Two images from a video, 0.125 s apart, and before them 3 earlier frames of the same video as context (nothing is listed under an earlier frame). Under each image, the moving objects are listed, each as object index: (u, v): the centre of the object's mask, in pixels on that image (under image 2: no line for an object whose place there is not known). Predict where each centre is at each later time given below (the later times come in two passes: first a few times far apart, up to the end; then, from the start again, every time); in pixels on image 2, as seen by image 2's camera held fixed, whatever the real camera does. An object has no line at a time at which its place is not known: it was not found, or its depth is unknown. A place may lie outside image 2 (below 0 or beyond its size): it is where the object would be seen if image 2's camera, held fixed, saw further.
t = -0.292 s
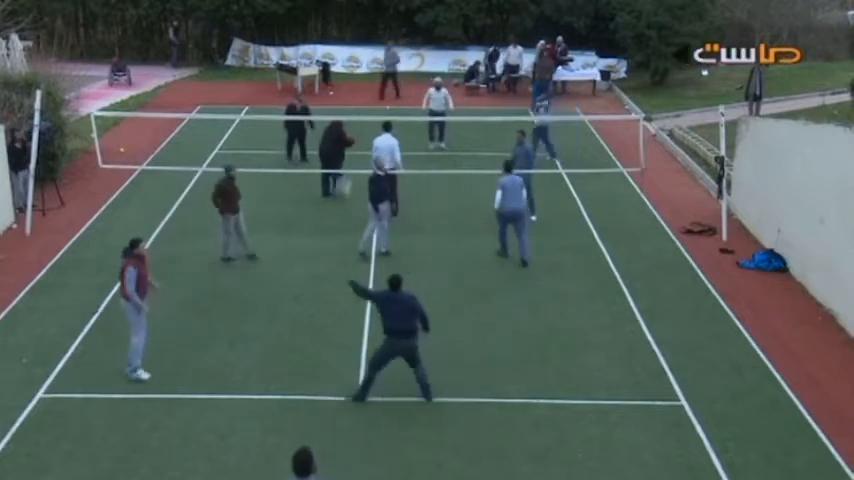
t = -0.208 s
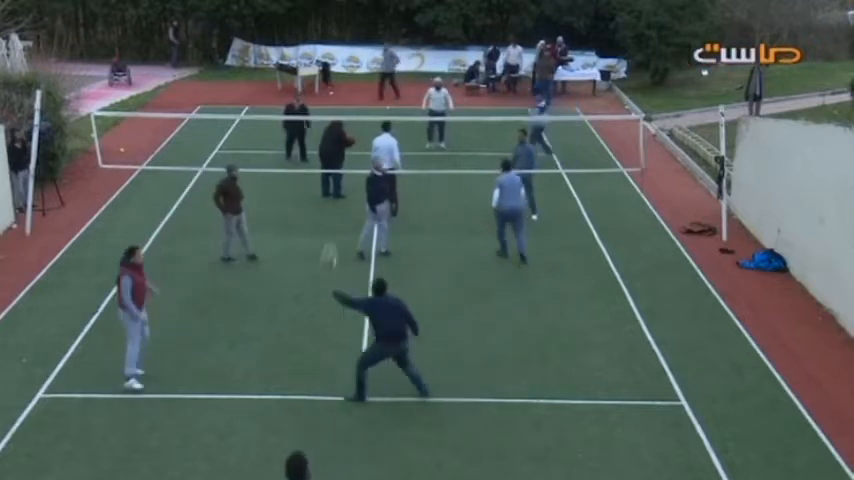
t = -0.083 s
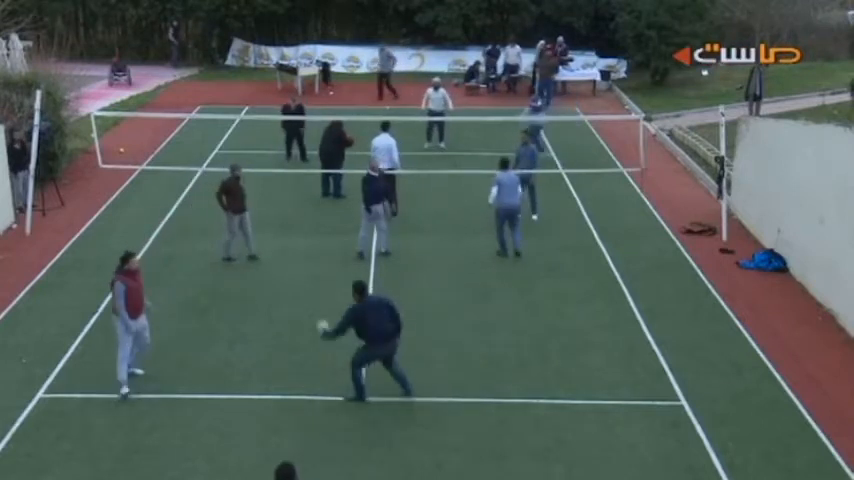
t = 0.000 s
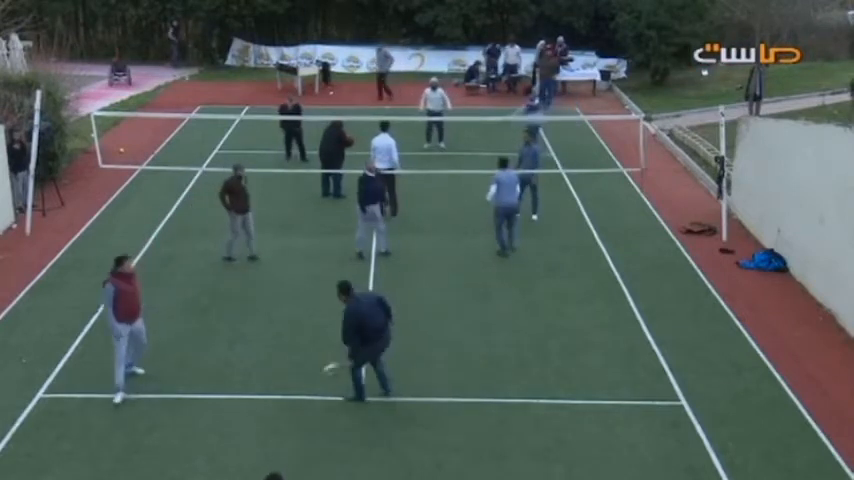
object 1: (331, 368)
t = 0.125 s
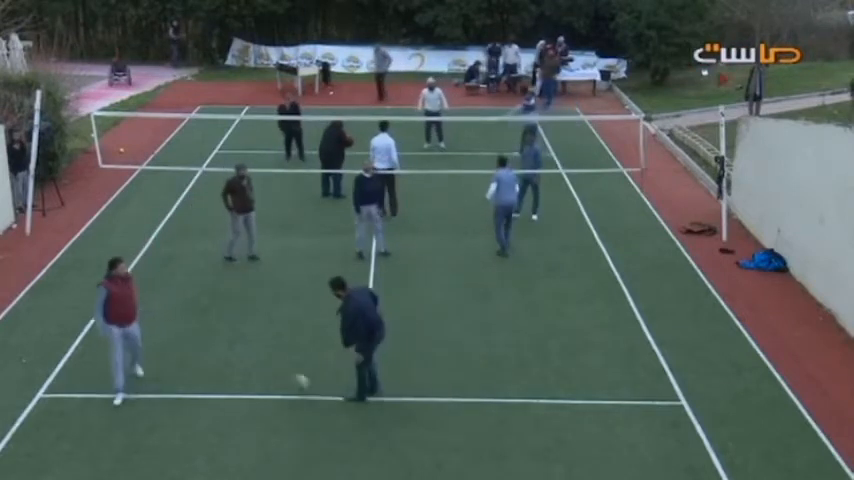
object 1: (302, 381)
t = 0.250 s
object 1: (269, 364)
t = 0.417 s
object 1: (228, 360)
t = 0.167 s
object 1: (289, 372)
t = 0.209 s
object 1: (278, 370)
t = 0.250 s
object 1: (269, 364)
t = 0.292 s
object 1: (257, 360)
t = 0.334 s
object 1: (249, 359)
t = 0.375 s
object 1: (235, 357)
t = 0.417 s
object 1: (228, 360)
